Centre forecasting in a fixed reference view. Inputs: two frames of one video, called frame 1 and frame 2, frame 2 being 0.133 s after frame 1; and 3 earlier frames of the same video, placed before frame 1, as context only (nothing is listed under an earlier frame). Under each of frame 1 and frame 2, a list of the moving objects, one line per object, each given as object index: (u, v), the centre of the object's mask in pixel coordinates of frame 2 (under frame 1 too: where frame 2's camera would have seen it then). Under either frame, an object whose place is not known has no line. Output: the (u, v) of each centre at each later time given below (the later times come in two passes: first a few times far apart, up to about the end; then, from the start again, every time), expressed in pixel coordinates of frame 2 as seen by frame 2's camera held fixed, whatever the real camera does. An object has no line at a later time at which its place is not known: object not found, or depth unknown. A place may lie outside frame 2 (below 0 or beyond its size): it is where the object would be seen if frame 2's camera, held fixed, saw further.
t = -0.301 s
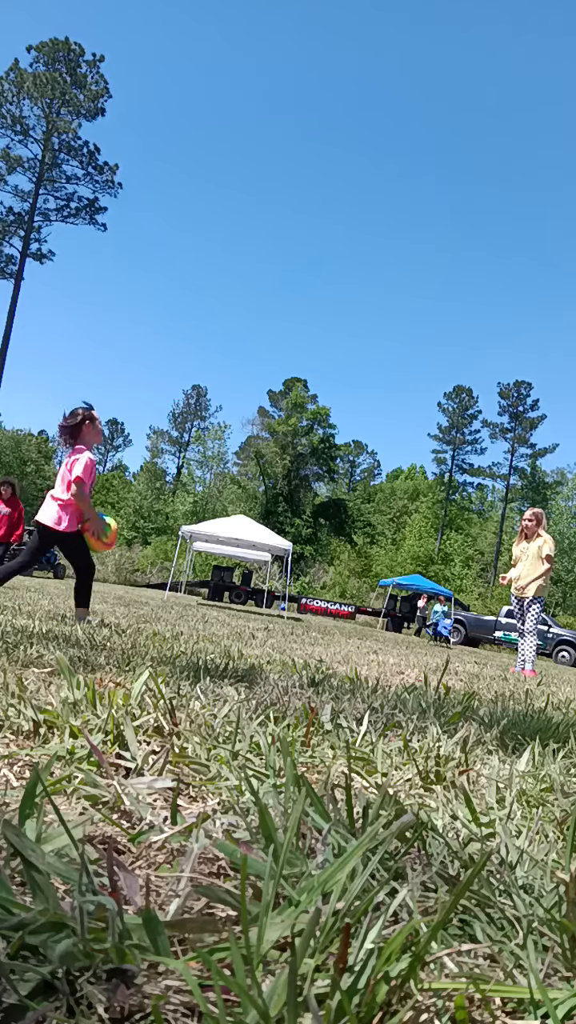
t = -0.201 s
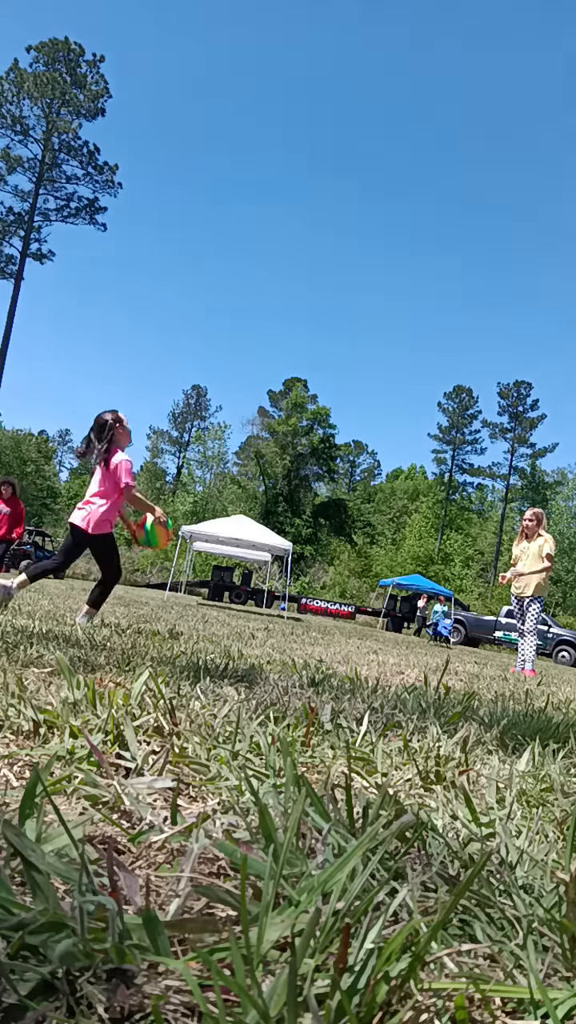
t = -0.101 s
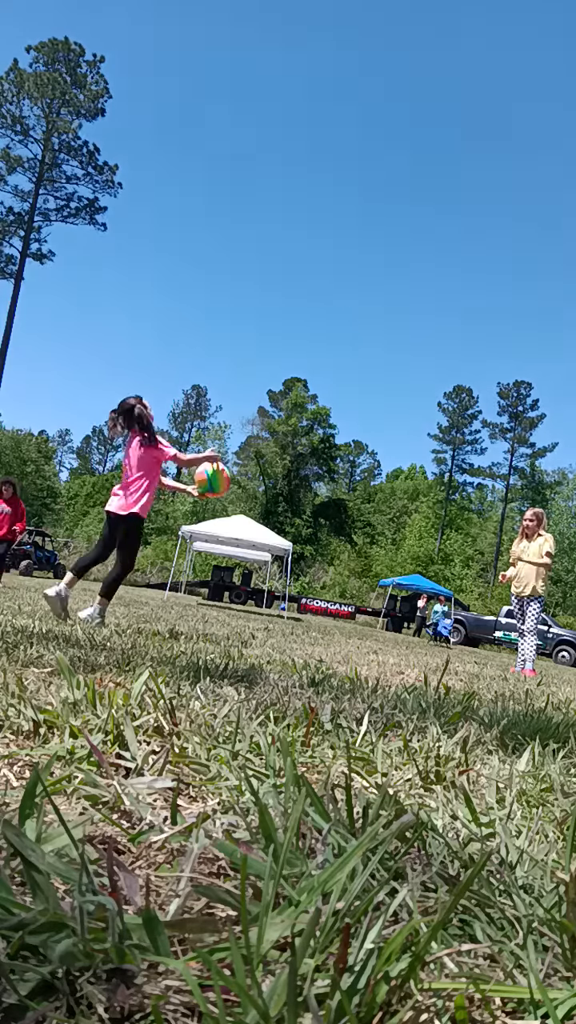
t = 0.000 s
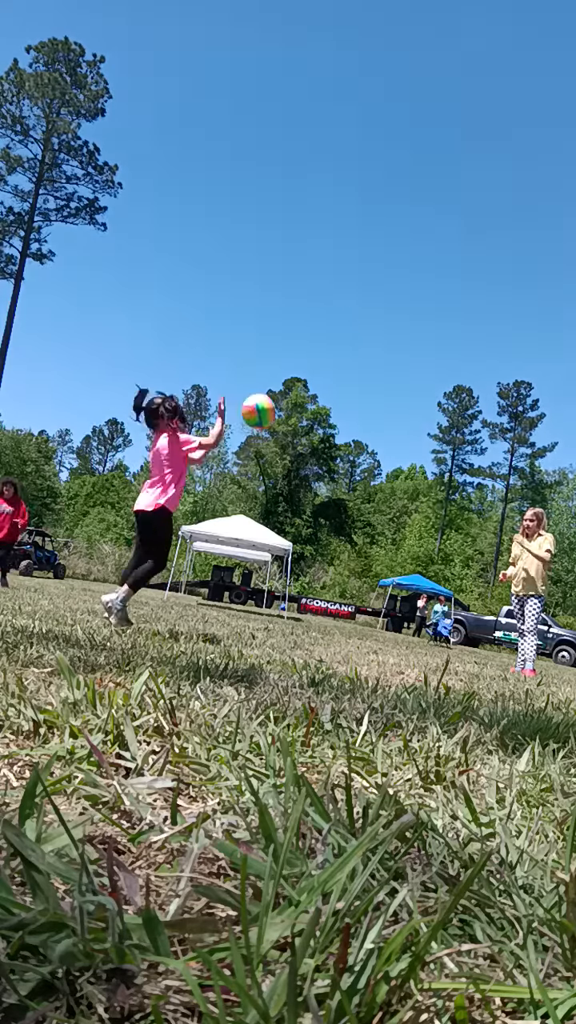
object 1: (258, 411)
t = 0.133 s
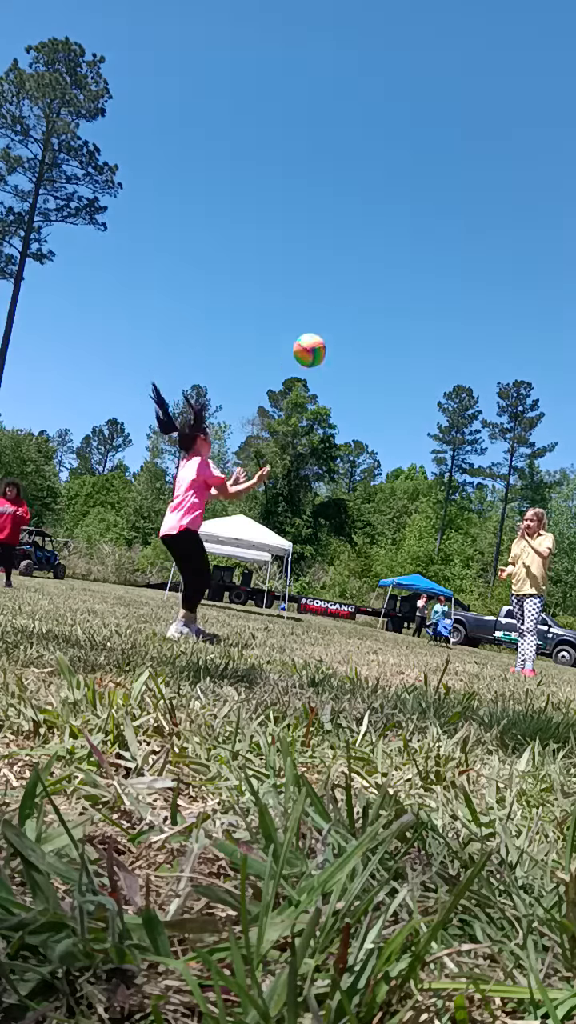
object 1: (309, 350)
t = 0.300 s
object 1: (359, 317)
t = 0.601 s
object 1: (418, 357)
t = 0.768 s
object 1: (438, 426)
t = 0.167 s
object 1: (320, 340)
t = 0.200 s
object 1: (331, 331)
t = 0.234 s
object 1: (341, 325)
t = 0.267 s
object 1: (350, 320)
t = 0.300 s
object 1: (359, 317)
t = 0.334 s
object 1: (368, 316)
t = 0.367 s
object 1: (375, 316)
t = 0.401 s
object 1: (383, 318)
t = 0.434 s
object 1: (390, 321)
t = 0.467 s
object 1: (396, 325)
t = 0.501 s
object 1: (402, 331)
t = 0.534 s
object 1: (408, 339)
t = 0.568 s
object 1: (413, 347)
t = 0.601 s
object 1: (418, 357)
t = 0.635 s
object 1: (422, 368)
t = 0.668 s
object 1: (427, 381)
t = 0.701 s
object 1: (430, 394)
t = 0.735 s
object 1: (434, 409)
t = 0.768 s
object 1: (438, 426)
